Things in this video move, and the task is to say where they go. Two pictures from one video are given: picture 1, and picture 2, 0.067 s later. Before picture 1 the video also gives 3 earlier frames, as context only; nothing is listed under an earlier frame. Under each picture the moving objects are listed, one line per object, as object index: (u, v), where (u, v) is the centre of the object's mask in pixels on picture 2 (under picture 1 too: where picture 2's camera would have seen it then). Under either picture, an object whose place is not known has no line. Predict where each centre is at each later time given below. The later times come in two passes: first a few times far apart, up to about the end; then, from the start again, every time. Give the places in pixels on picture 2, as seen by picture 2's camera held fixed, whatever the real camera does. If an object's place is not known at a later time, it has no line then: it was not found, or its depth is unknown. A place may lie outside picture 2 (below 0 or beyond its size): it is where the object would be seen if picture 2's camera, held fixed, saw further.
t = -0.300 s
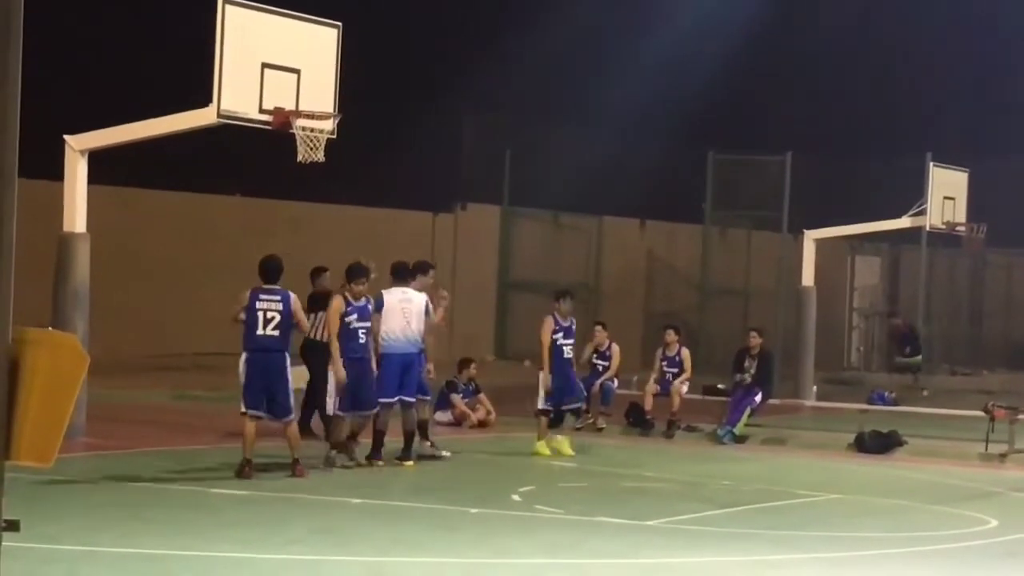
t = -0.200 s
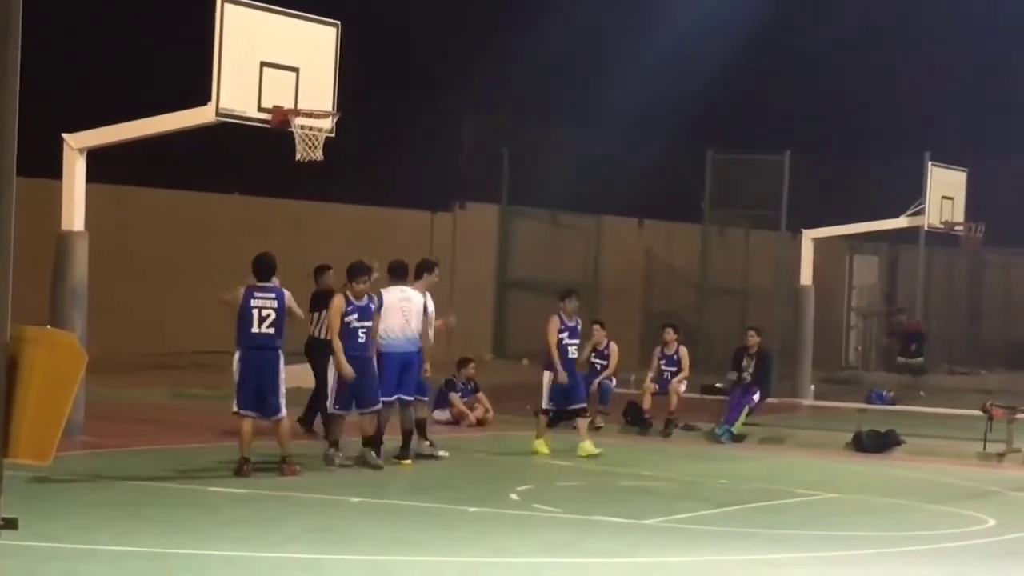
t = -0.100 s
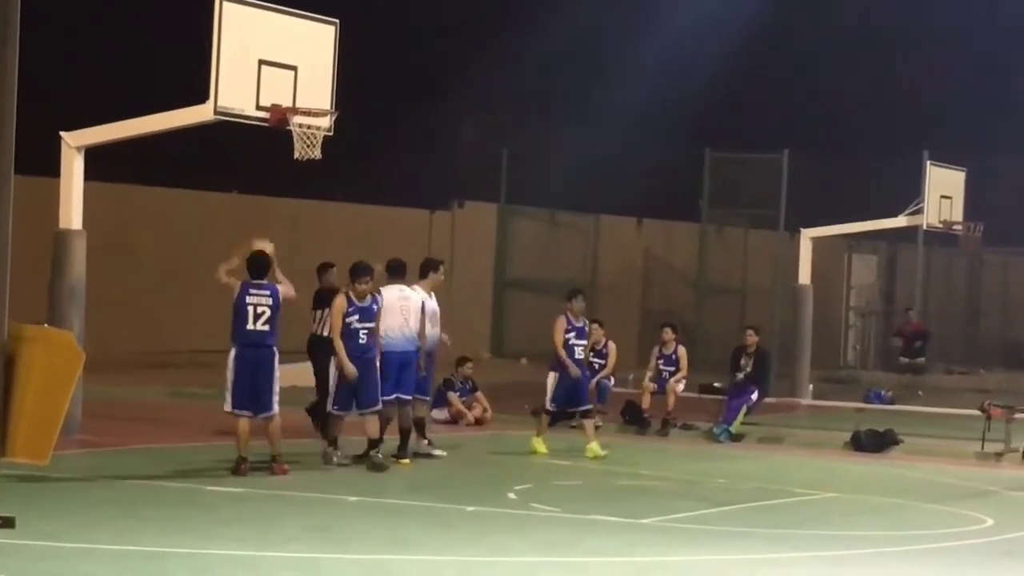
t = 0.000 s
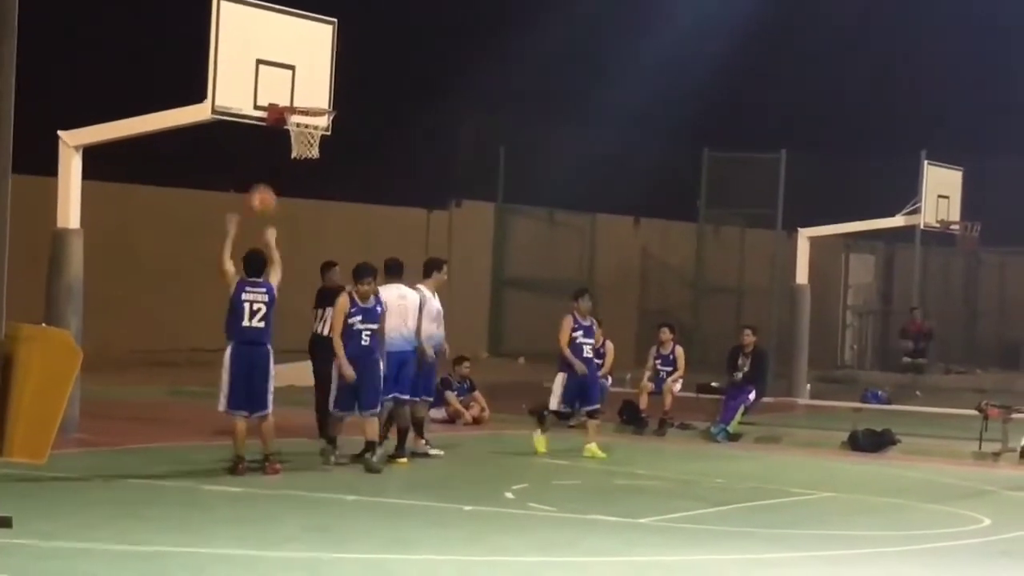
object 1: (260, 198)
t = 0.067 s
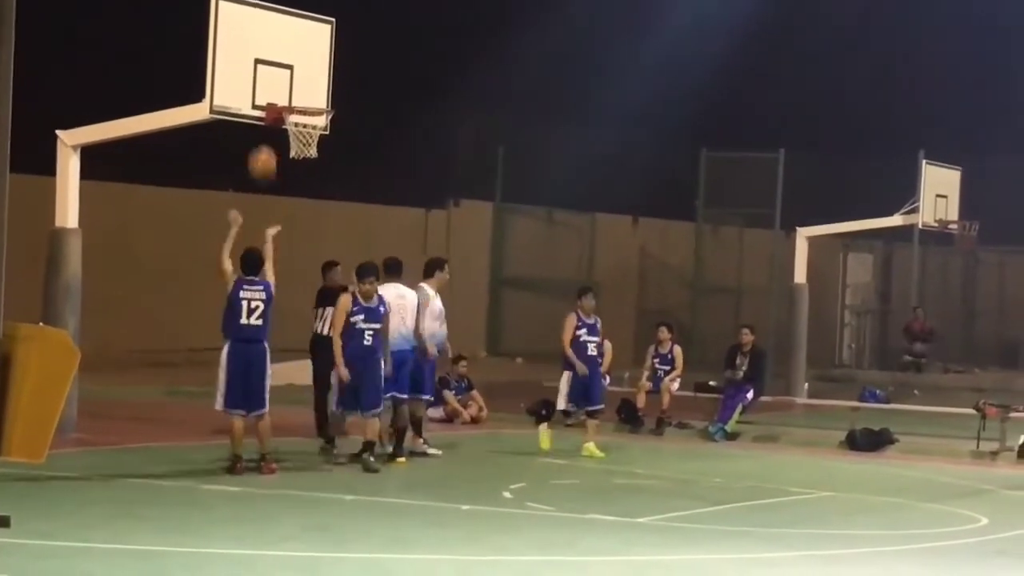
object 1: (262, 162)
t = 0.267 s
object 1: (267, 88)
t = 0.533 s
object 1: (284, 64)
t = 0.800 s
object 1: (308, 115)
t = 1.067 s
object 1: (290, 128)
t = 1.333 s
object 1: (288, 192)
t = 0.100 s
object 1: (262, 147)
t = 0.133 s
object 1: (264, 132)
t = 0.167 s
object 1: (266, 119)
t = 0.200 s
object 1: (266, 107)
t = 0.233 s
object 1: (266, 95)
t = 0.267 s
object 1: (267, 88)
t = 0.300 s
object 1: (268, 80)
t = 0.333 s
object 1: (269, 72)
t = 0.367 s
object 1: (269, 68)
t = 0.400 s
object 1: (270, 64)
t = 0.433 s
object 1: (271, 61)
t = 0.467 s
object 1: (271, 60)
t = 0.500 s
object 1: (277, 61)
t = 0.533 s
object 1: (284, 64)
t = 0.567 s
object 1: (290, 69)
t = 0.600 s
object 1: (296, 74)
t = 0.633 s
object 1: (303, 81)
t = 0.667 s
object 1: (309, 89)
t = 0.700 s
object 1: (314, 97)
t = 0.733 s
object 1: (318, 107)
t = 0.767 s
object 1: (313, 110)
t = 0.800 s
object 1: (308, 115)
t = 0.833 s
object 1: (303, 122)
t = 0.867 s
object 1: (299, 124)
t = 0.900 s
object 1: (297, 127)
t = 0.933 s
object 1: (292, 127)
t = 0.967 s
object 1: (290, 125)
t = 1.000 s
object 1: (288, 125)
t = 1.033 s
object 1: (289, 126)
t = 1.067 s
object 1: (290, 128)
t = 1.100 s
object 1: (291, 132)
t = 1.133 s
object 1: (291, 139)
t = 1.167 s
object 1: (288, 145)
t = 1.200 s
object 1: (288, 155)
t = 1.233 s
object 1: (289, 161)
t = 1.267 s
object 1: (288, 171)
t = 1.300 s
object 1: (288, 181)
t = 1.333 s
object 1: (288, 192)
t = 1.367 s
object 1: (289, 205)
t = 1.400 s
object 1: (288, 219)
